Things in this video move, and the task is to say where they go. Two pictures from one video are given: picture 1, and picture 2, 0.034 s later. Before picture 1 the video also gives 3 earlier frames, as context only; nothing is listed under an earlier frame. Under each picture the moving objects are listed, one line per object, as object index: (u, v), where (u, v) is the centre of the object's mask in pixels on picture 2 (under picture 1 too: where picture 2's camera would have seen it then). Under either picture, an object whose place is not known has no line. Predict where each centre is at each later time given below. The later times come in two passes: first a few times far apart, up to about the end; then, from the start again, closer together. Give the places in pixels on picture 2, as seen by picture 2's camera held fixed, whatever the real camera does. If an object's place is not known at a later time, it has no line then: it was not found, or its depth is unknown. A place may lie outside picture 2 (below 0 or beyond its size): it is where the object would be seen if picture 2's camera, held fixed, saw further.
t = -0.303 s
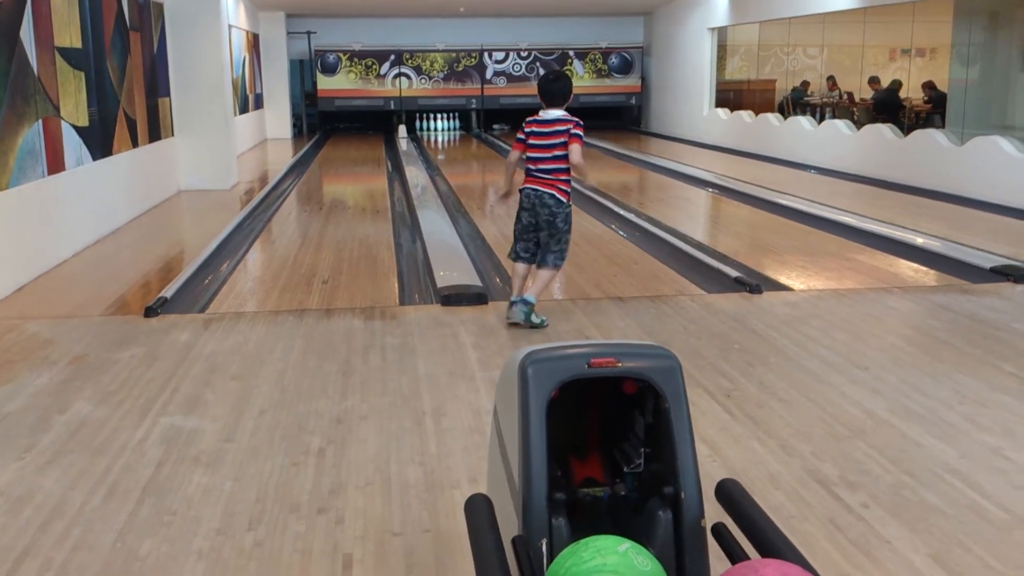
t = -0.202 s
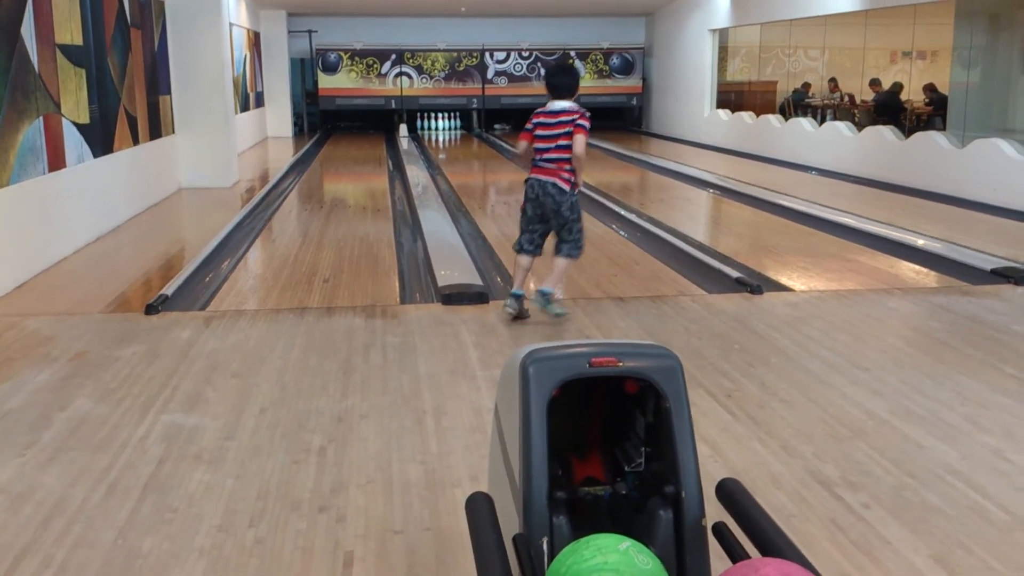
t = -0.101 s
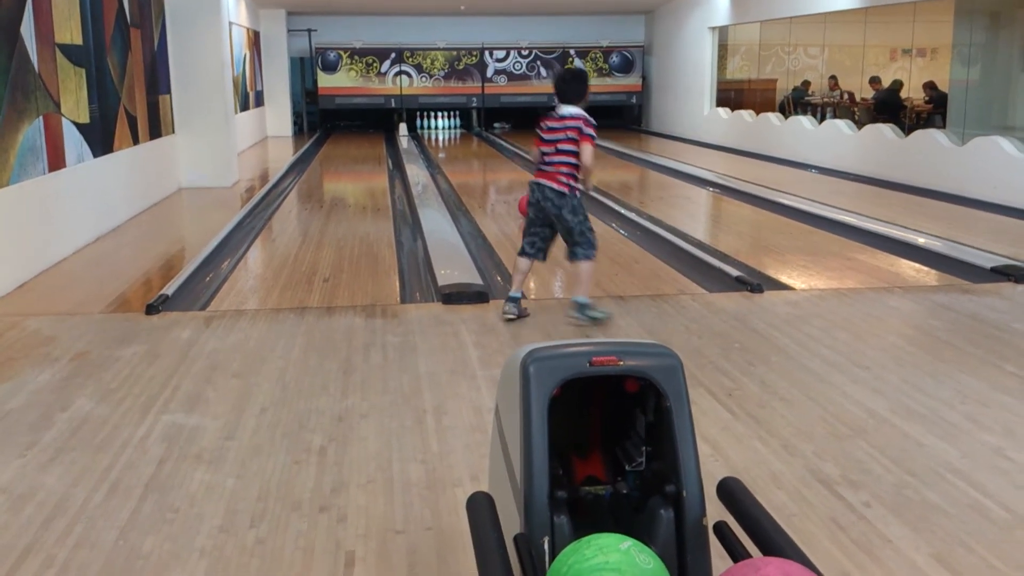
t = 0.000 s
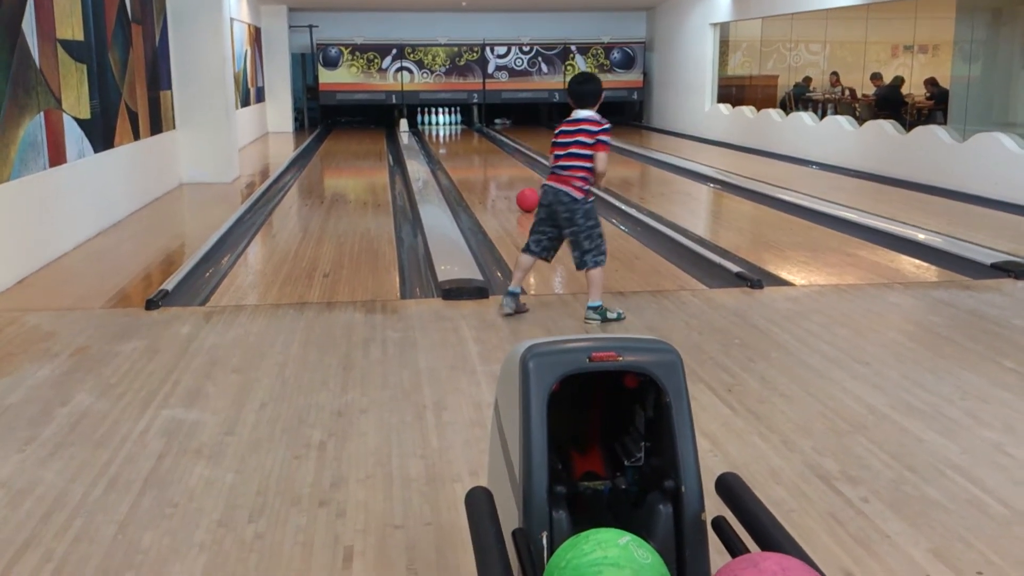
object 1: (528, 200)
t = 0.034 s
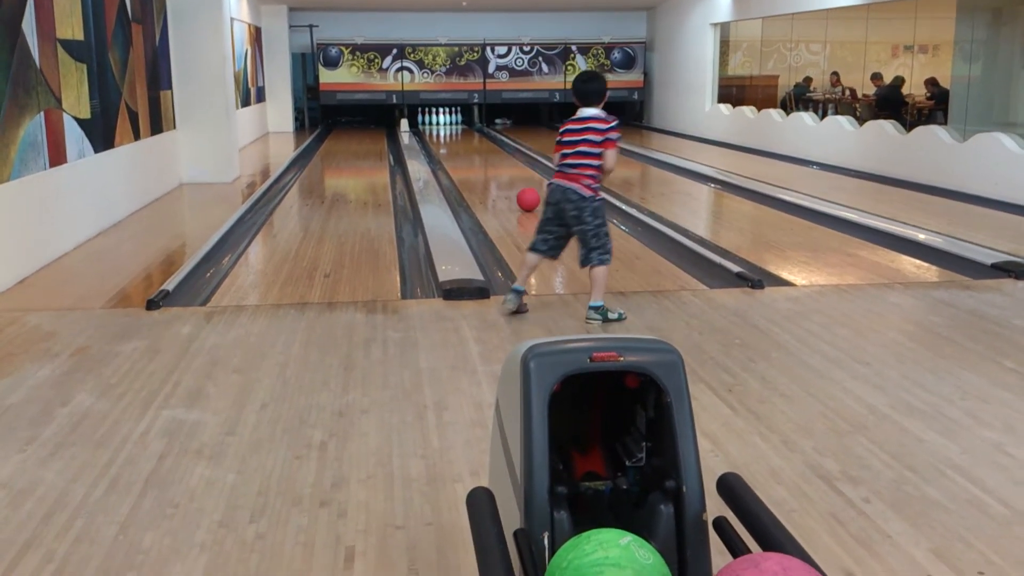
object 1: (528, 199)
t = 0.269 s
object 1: (523, 195)
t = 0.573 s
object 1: (517, 190)
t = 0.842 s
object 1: (512, 185)
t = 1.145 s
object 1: (507, 181)
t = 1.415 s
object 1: (503, 177)
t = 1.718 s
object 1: (499, 174)
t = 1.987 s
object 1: (496, 170)
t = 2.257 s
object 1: (493, 168)
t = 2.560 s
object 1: (490, 163)
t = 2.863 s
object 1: (488, 161)
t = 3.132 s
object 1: (486, 159)
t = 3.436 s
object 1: (484, 156)
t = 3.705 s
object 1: (482, 154)
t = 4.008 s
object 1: (481, 151)
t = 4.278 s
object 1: (480, 150)
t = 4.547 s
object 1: (479, 147)
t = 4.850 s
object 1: (477, 146)
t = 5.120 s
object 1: (475, 144)
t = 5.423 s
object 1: (474, 143)
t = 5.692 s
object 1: (473, 141)
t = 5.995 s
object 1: (472, 139)
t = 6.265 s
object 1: (471, 138)
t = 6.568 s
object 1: (471, 136)
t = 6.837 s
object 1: (469, 135)
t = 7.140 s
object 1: (469, 134)
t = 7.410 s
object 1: (468, 133)
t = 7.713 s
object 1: (468, 132)
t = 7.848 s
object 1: (468, 131)
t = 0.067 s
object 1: (527, 199)
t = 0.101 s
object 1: (527, 198)
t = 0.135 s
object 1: (526, 197)
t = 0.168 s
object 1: (525, 197)
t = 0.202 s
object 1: (525, 196)
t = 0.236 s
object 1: (524, 195)
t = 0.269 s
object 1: (523, 195)
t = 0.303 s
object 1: (522, 194)
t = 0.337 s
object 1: (522, 193)
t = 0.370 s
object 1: (521, 193)
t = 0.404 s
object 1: (520, 192)
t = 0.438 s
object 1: (519, 192)
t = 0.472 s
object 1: (519, 191)
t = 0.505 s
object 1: (518, 191)
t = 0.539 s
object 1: (517, 190)
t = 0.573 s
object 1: (517, 190)
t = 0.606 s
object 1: (516, 189)
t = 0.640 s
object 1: (516, 188)
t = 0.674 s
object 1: (515, 188)
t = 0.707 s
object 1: (515, 187)
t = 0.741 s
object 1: (514, 187)
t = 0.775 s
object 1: (513, 186)
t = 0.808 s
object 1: (513, 186)
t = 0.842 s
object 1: (512, 185)
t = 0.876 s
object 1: (511, 185)
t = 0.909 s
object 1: (511, 184)
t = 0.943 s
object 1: (510, 184)
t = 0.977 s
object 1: (510, 183)
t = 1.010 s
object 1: (509, 183)
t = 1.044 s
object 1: (509, 183)
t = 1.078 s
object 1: (508, 182)
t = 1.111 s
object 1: (508, 182)
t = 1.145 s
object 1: (507, 181)
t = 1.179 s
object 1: (507, 181)
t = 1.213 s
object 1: (506, 180)
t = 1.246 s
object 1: (505, 179)
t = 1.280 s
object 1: (505, 179)
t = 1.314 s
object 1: (504, 179)
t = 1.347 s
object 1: (504, 178)
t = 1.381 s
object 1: (503, 178)
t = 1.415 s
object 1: (503, 177)
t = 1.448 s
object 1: (503, 177)
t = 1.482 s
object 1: (502, 177)
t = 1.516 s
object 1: (502, 176)
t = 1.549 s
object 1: (501, 176)
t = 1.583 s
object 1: (501, 175)
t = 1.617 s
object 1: (500, 175)
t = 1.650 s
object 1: (500, 174)
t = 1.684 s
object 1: (500, 174)
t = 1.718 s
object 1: (499, 174)
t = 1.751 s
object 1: (499, 173)
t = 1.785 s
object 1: (498, 173)
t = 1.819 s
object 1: (498, 172)
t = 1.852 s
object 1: (498, 172)
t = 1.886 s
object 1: (497, 172)
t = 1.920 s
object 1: (497, 171)
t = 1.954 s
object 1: (496, 171)
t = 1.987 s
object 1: (496, 170)
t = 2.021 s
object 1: (496, 170)
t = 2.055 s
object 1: (495, 169)
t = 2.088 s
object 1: (495, 169)
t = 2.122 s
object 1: (494, 168)
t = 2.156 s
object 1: (494, 168)
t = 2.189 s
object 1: (494, 168)
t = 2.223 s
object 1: (493, 168)
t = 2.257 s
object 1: (493, 168)
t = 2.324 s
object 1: (492, 167)
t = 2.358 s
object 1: (492, 166)
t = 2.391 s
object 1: (491, 166)
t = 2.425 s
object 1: (491, 165)
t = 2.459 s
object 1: (491, 165)
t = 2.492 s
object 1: (491, 165)
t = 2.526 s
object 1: (491, 165)
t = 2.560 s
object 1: (490, 163)
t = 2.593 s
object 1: (489, 163)
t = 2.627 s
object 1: (489, 163)
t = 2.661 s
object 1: (489, 163)
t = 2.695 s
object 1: (489, 162)
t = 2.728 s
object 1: (489, 162)
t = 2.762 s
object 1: (489, 162)
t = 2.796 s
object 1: (489, 162)
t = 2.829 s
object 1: (489, 161)
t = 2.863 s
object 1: (488, 161)
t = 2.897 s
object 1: (488, 161)
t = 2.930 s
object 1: (488, 160)
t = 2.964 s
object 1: (487, 161)
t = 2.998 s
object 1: (487, 160)
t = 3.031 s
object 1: (487, 159)
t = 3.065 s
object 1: (486, 159)
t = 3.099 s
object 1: (486, 159)
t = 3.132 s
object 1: (486, 159)
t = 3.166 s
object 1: (486, 159)
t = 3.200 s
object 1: (486, 158)
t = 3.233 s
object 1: (486, 157)
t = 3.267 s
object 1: (485, 157)
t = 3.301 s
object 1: (485, 157)
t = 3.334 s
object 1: (485, 157)
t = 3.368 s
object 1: (485, 157)
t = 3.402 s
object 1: (485, 157)
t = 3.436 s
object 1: (484, 156)
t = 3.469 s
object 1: (484, 156)
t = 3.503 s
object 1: (484, 155)
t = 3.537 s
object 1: (483, 155)
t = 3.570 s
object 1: (483, 154)
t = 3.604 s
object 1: (483, 154)
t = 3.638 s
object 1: (483, 154)
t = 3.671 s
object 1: (482, 154)
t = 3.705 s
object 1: (482, 154)
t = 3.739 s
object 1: (482, 154)
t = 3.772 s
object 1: (482, 153)
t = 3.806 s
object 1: (482, 153)
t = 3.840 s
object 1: (482, 153)
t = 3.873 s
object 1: (482, 152)
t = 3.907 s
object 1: (481, 152)
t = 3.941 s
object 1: (481, 152)
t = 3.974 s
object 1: (481, 151)
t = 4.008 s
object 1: (481, 151)
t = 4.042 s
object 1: (481, 151)
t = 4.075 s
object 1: (480, 151)
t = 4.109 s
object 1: (480, 150)
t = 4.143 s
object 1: (480, 150)
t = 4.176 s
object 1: (480, 150)
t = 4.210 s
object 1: (480, 150)
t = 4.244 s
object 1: (480, 150)
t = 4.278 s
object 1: (480, 150)
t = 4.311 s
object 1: (480, 150)
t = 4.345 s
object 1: (479, 149)
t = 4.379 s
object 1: (479, 149)
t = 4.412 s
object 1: (479, 149)
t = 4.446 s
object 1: (479, 148)
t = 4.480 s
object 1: (479, 148)
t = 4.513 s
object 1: (479, 148)
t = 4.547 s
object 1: (479, 147)
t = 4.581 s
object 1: (478, 148)
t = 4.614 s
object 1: (478, 147)
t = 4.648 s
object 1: (478, 147)
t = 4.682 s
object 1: (478, 147)
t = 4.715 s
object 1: (478, 146)
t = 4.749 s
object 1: (477, 147)
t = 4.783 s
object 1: (477, 146)
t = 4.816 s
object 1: (477, 146)
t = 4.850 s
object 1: (477, 146)
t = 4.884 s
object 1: (477, 146)
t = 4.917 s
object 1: (477, 146)
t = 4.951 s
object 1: (477, 145)
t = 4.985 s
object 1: (476, 145)
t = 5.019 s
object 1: (476, 145)
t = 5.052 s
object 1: (476, 145)
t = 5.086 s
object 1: (476, 145)
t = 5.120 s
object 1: (475, 144)
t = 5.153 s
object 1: (476, 144)
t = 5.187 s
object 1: (475, 144)
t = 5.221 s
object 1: (475, 144)
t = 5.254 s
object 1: (475, 144)
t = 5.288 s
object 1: (475, 143)
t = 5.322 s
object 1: (475, 143)
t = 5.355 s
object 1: (474, 143)
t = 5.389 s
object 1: (474, 143)
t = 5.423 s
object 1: (474, 143)
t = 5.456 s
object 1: (474, 142)
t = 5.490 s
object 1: (474, 142)
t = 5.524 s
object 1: (474, 142)
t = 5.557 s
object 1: (474, 142)
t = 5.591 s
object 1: (474, 141)
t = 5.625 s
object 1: (474, 142)
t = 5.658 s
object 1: (474, 141)
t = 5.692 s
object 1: (473, 141)
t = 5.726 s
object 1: (473, 141)
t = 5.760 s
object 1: (473, 141)
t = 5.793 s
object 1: (473, 140)
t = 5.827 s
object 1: (473, 140)
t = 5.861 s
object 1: (473, 140)
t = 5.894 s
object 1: (473, 140)
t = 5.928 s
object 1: (472, 140)
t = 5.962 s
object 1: (472, 139)
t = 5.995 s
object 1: (472, 139)
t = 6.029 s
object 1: (472, 139)
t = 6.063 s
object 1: (472, 139)
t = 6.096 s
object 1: (472, 139)
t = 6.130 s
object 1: (471, 139)
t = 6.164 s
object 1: (471, 139)
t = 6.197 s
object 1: (471, 138)
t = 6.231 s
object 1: (472, 138)
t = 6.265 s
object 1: (471, 138)
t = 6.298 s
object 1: (472, 138)
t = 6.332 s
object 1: (471, 138)
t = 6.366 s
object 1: (471, 137)
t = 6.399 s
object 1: (471, 137)
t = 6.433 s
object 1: (471, 137)
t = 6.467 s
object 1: (471, 137)
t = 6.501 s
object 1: (471, 137)
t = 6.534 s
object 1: (471, 137)
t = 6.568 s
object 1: (471, 136)
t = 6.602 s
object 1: (470, 136)
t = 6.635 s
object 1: (470, 136)
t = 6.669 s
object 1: (470, 136)
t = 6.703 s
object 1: (470, 136)
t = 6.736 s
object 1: (470, 136)
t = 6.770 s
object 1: (469, 136)
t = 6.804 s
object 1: (470, 136)
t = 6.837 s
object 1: (469, 135)
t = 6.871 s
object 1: (469, 135)
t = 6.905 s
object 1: (470, 135)
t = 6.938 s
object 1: (469, 135)
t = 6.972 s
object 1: (470, 135)
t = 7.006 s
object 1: (469, 135)
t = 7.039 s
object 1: (469, 134)
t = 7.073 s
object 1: (469, 134)
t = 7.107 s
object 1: (469, 134)
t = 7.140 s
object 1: (469, 134)
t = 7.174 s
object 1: (469, 134)
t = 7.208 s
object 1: (469, 134)
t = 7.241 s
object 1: (469, 133)
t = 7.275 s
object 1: (469, 133)
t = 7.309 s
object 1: (469, 134)
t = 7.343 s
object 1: (469, 133)
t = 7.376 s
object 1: (469, 133)
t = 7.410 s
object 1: (468, 133)
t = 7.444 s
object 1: (468, 133)
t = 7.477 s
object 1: (468, 133)
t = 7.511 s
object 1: (468, 132)
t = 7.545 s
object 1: (468, 133)
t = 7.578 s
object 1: (468, 133)
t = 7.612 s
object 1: (468, 132)
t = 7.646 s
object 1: (468, 132)
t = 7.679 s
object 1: (468, 132)
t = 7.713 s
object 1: (468, 132)
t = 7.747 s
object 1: (468, 132)
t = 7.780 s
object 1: (468, 132)
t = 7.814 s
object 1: (467, 132)
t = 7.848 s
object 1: (468, 131)
